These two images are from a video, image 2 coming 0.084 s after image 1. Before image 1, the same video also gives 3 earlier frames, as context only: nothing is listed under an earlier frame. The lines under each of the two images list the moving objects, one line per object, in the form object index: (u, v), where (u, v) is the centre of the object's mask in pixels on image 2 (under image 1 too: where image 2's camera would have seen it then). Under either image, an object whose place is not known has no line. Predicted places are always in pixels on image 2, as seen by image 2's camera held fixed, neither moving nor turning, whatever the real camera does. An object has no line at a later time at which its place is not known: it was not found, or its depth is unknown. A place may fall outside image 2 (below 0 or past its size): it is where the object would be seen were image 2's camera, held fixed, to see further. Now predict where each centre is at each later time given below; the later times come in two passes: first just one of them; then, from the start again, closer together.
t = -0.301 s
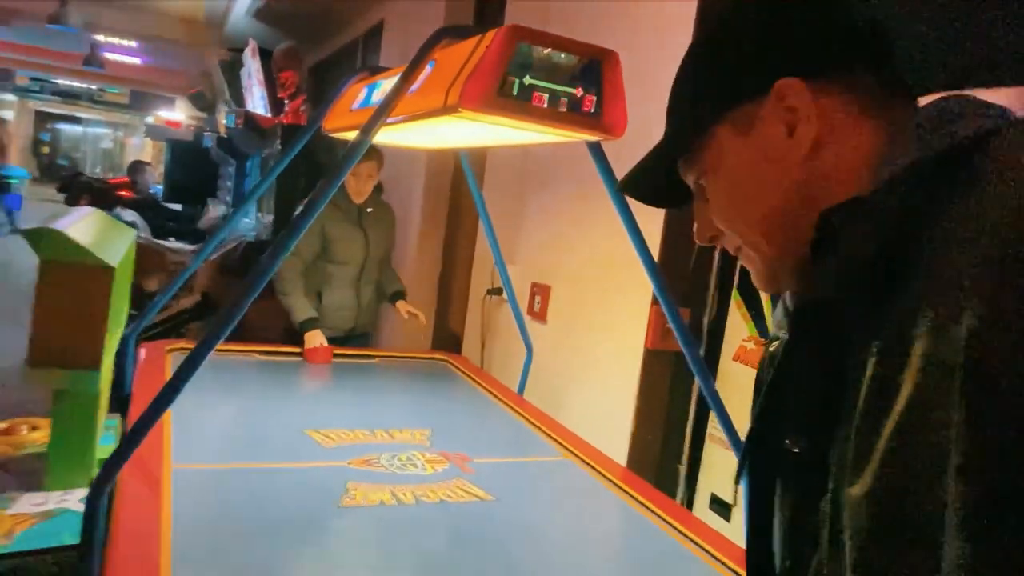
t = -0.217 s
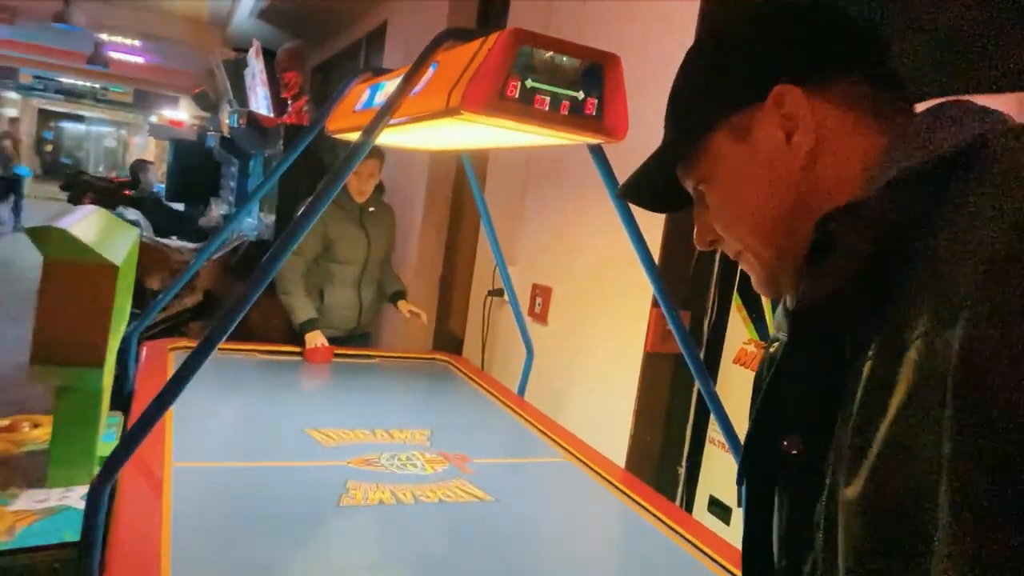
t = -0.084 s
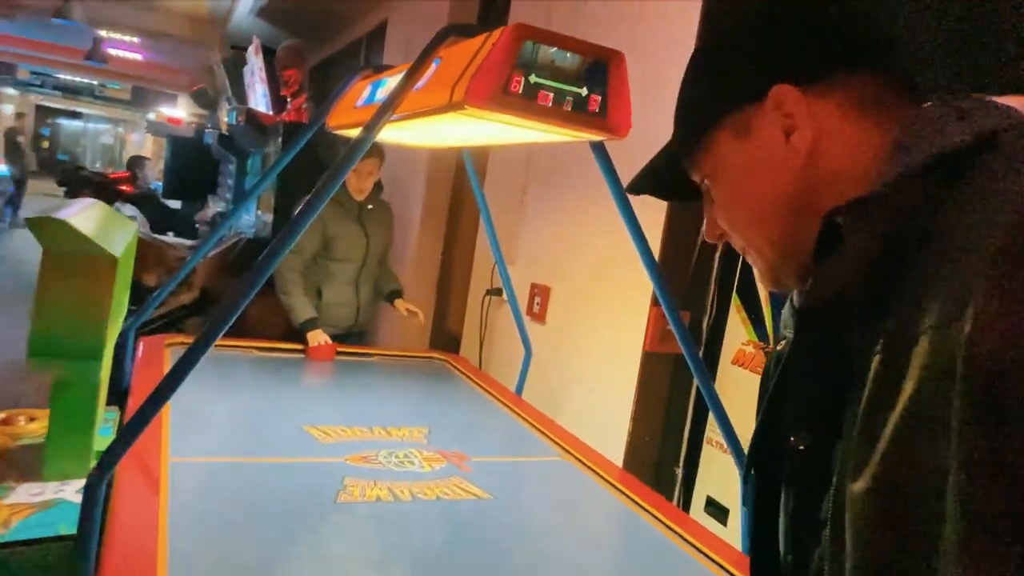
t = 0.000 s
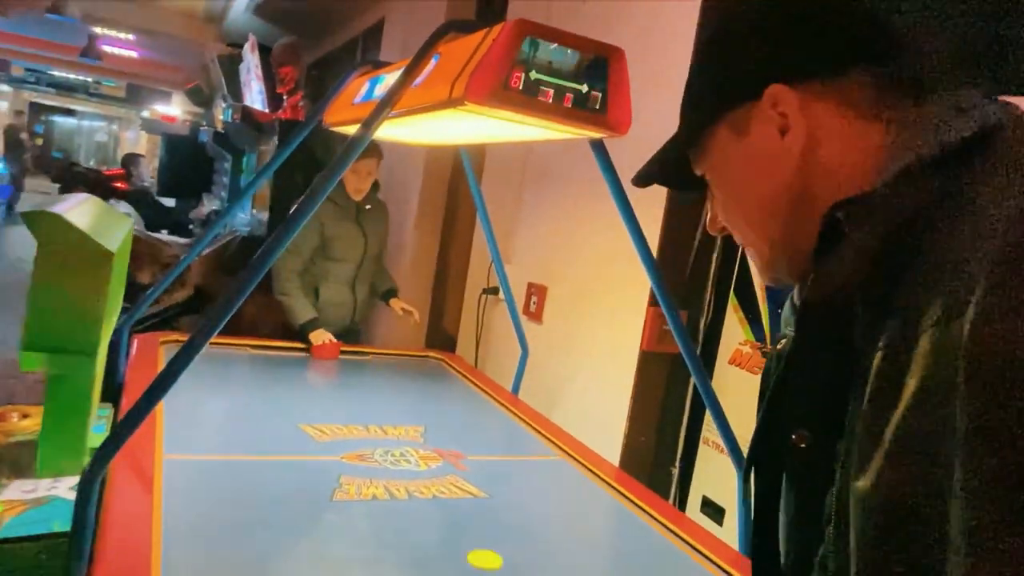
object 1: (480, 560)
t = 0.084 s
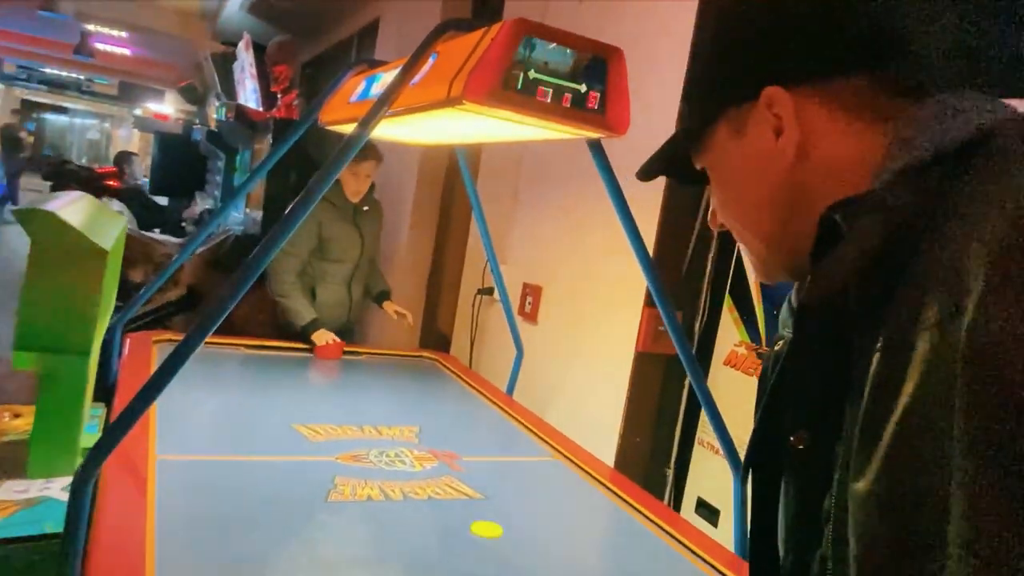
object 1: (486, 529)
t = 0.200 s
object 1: (493, 493)
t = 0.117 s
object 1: (488, 518)
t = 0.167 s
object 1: (491, 503)
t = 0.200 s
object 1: (493, 493)
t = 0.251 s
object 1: (496, 481)
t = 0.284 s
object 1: (497, 473)
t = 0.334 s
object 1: (499, 462)
